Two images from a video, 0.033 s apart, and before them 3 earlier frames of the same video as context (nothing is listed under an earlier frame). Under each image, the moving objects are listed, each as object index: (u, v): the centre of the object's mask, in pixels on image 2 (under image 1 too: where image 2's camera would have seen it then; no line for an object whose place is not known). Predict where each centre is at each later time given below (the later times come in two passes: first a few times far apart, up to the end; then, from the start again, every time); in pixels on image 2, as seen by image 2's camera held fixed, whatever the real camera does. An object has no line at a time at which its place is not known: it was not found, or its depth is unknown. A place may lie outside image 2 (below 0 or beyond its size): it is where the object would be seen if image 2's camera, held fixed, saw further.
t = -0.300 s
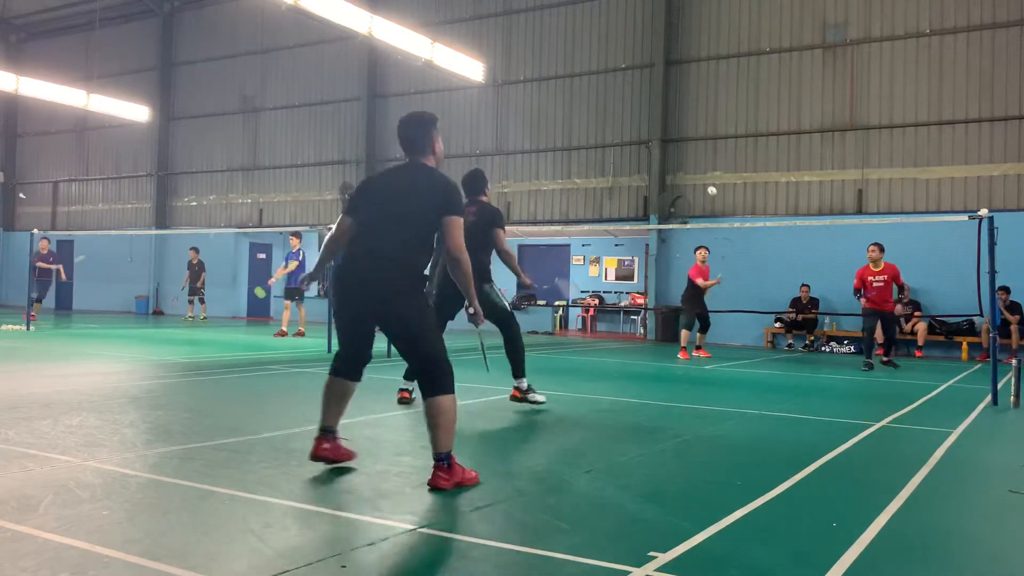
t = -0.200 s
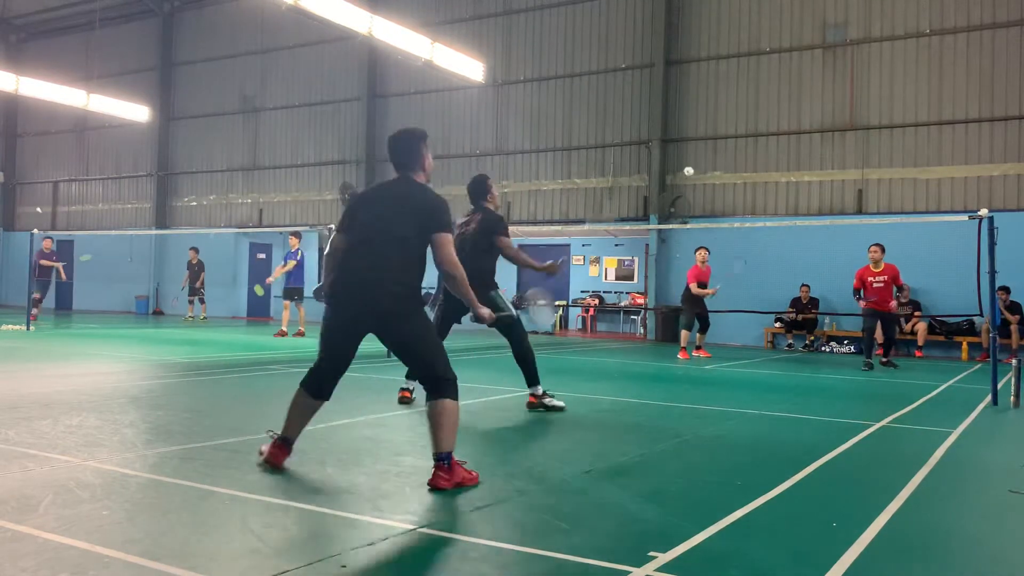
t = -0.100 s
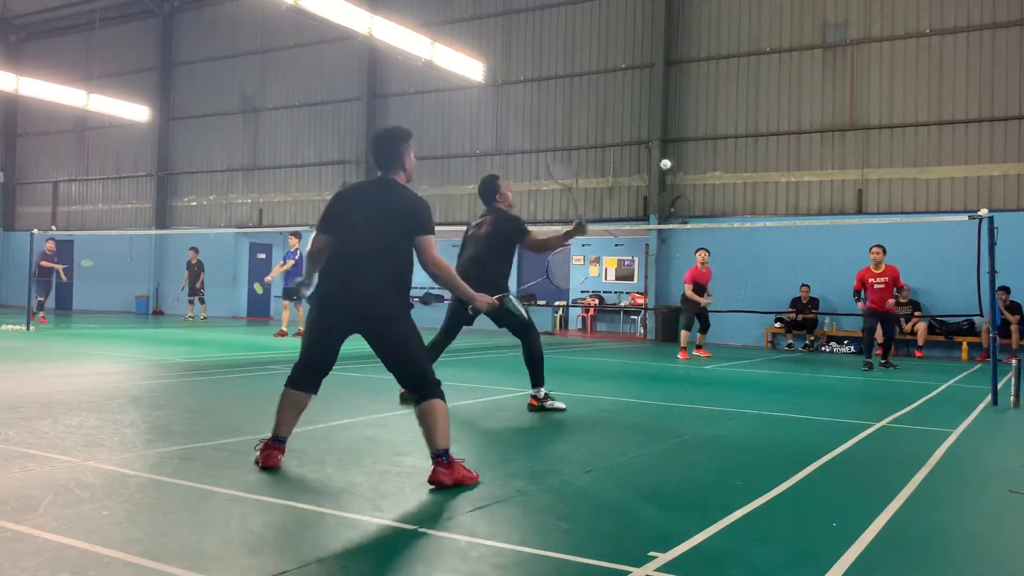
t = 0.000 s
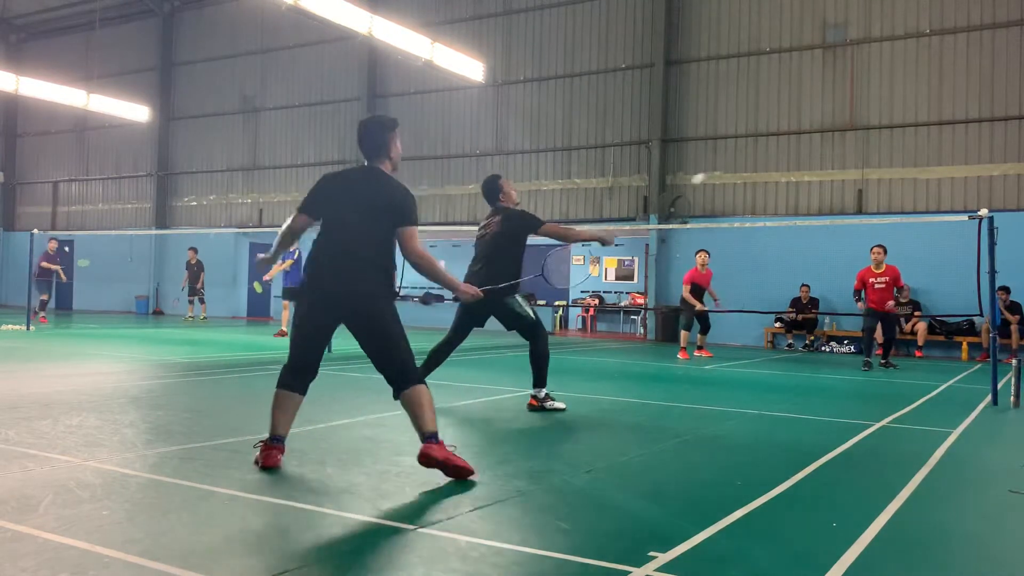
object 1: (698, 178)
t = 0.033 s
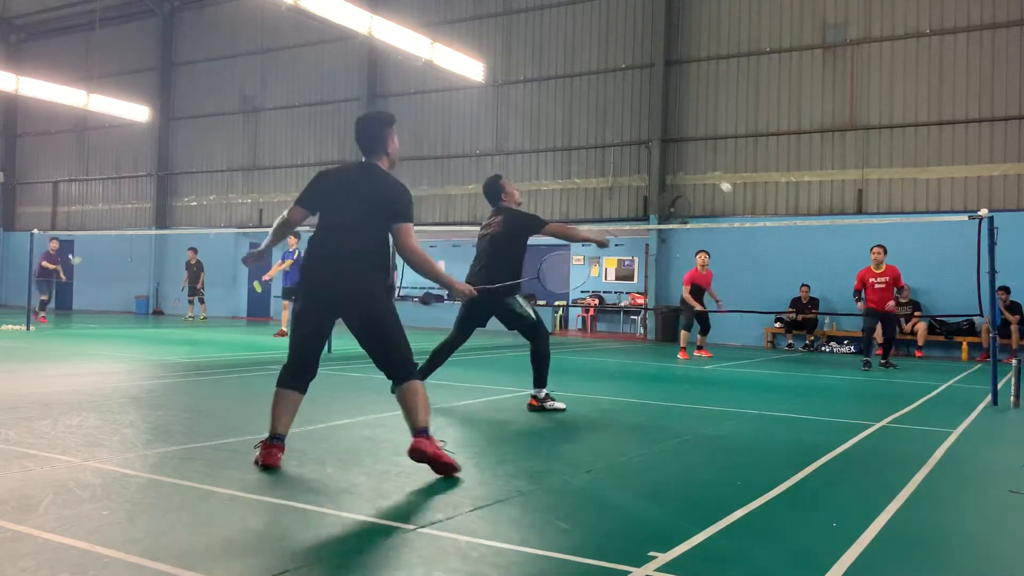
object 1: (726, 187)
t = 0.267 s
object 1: (797, 226)
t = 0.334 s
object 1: (807, 237)
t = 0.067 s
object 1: (743, 192)
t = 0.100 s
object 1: (758, 199)
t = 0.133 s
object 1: (769, 204)
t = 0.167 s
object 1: (779, 210)
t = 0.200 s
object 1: (786, 215)
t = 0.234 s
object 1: (792, 220)
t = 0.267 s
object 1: (797, 226)
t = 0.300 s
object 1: (803, 231)
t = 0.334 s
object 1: (807, 237)
